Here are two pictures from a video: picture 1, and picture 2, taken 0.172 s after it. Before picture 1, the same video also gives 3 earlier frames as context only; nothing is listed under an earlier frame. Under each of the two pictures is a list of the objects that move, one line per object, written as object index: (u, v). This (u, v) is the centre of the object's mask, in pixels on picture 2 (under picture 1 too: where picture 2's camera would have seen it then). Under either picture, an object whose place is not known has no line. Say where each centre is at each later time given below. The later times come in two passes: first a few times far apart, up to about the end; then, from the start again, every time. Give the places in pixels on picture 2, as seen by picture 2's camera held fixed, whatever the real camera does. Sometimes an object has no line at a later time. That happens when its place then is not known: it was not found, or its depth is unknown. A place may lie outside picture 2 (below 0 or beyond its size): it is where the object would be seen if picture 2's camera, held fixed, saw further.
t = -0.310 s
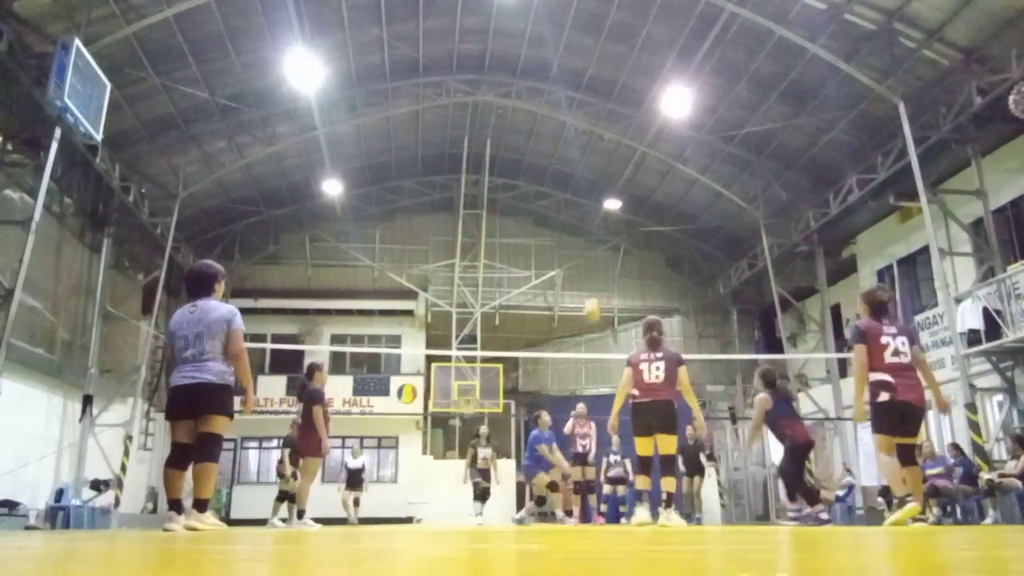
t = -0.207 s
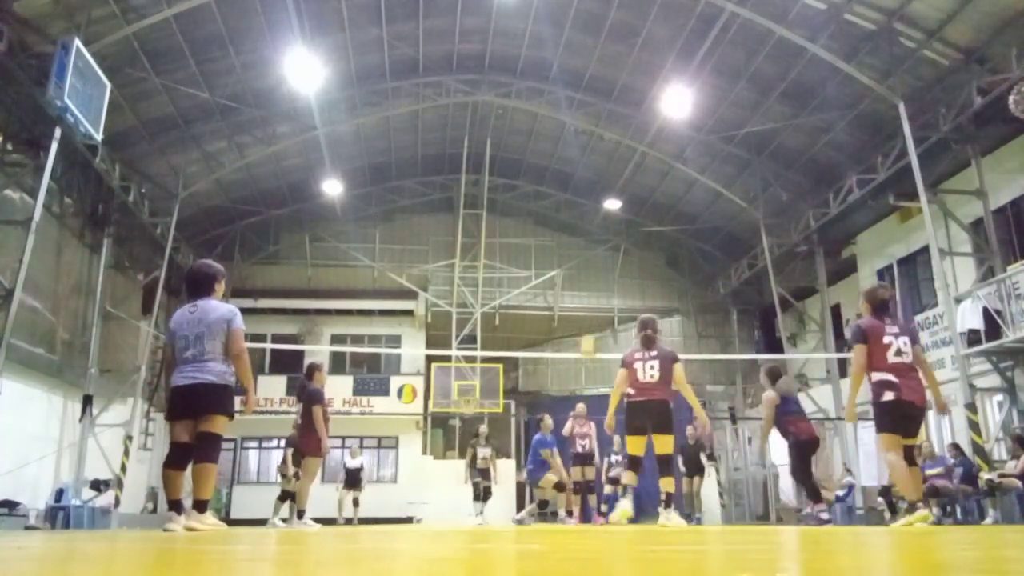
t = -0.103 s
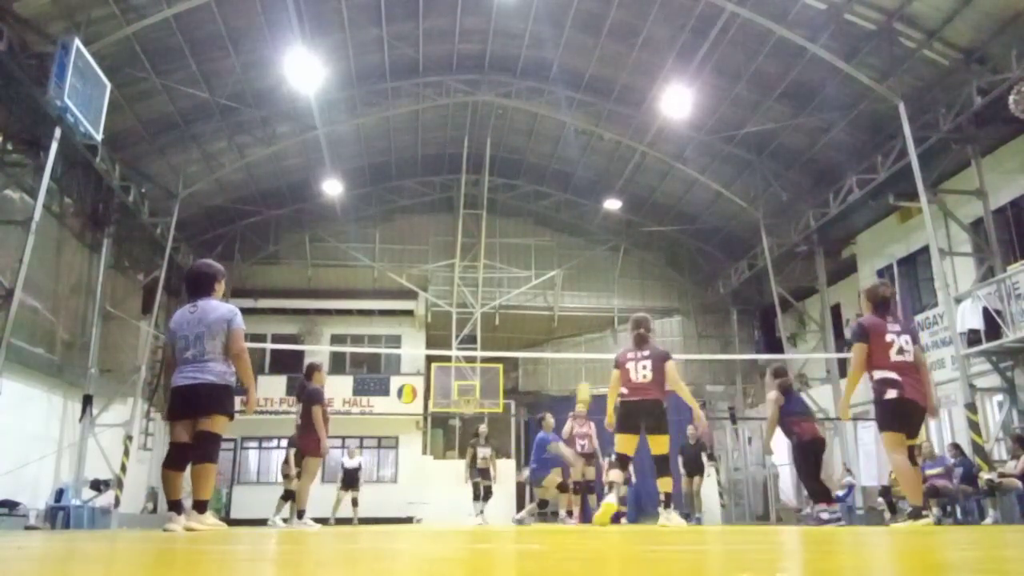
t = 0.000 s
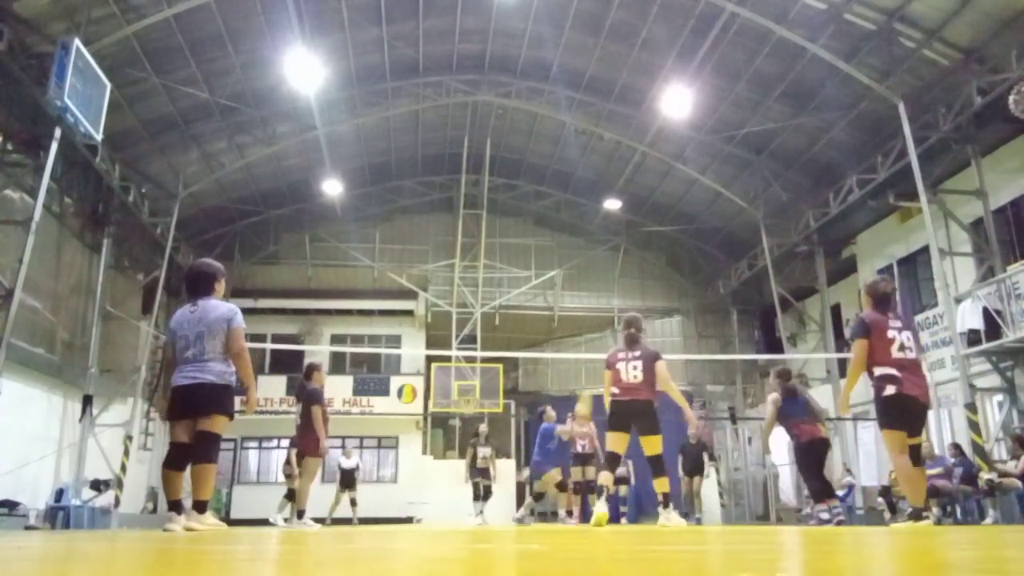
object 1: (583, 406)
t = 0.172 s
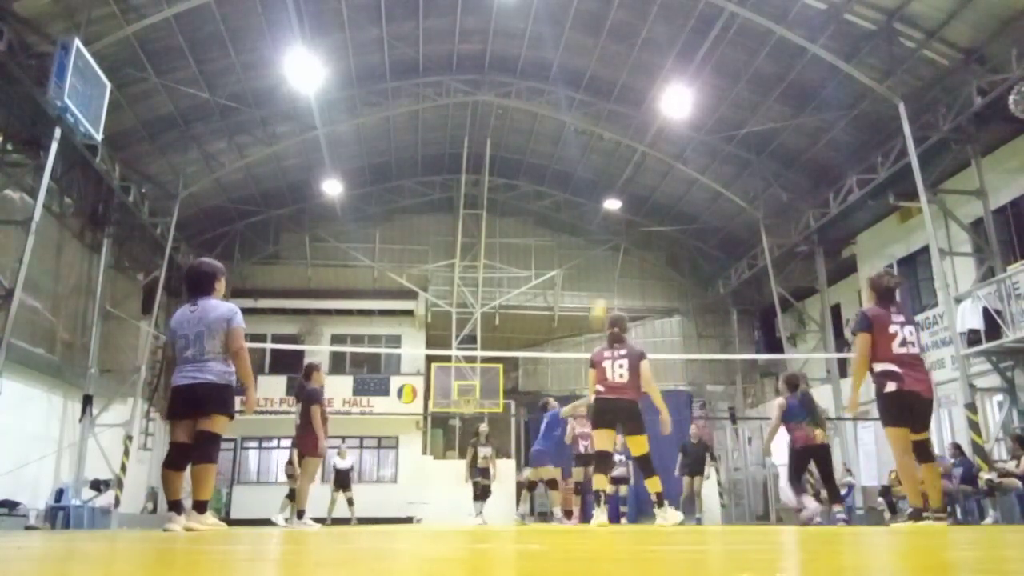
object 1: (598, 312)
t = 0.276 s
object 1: (608, 266)
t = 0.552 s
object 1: (630, 190)
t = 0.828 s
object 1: (655, 164)
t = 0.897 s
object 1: (662, 165)
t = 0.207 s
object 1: (602, 293)
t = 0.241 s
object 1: (605, 280)
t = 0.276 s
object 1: (608, 266)
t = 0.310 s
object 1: (611, 255)
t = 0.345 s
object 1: (613, 243)
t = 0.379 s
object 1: (616, 231)
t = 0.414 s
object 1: (619, 222)
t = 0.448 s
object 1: (622, 212)
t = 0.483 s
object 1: (626, 204)
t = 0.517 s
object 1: (628, 196)
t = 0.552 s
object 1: (630, 190)
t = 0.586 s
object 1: (634, 184)
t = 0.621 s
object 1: (637, 179)
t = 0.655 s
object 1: (640, 174)
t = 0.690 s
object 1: (642, 171)
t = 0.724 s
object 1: (646, 167)
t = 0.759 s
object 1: (649, 166)
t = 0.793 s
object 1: (652, 164)
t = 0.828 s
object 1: (655, 164)
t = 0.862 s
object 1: (659, 164)
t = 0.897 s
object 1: (662, 165)
